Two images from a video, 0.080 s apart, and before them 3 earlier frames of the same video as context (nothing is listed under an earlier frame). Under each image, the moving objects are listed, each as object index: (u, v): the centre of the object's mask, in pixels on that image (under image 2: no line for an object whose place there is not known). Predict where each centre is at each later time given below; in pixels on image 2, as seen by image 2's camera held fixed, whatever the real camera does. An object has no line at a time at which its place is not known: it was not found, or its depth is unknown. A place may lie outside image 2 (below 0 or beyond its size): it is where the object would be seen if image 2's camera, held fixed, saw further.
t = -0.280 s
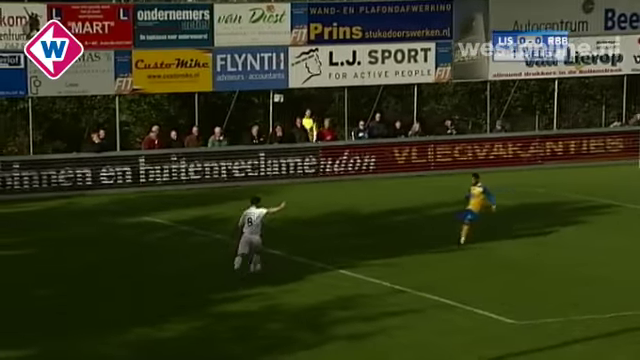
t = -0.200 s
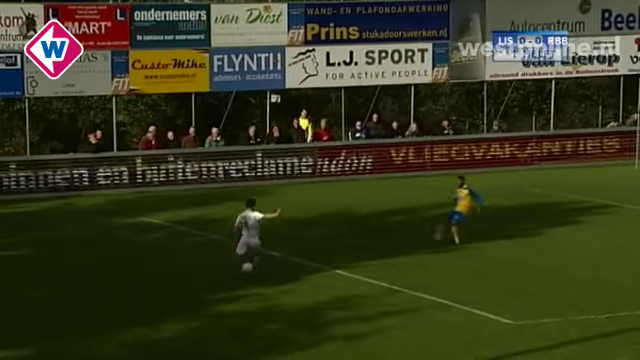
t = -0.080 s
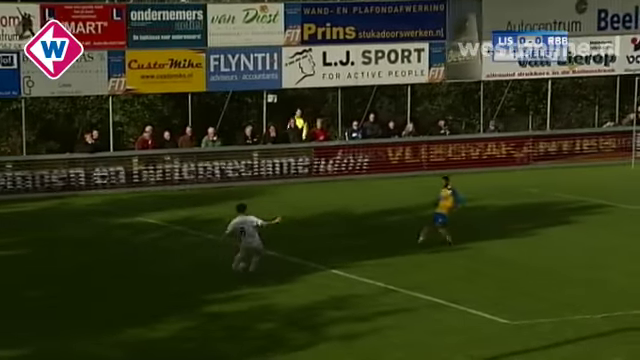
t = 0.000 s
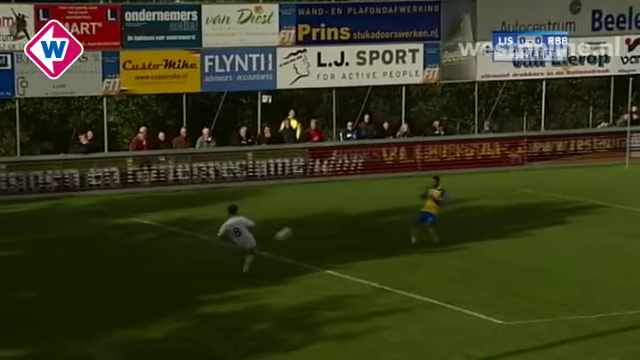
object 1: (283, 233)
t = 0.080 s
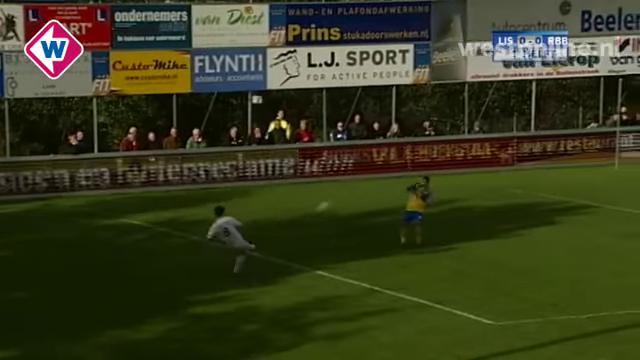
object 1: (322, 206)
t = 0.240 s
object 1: (413, 169)
